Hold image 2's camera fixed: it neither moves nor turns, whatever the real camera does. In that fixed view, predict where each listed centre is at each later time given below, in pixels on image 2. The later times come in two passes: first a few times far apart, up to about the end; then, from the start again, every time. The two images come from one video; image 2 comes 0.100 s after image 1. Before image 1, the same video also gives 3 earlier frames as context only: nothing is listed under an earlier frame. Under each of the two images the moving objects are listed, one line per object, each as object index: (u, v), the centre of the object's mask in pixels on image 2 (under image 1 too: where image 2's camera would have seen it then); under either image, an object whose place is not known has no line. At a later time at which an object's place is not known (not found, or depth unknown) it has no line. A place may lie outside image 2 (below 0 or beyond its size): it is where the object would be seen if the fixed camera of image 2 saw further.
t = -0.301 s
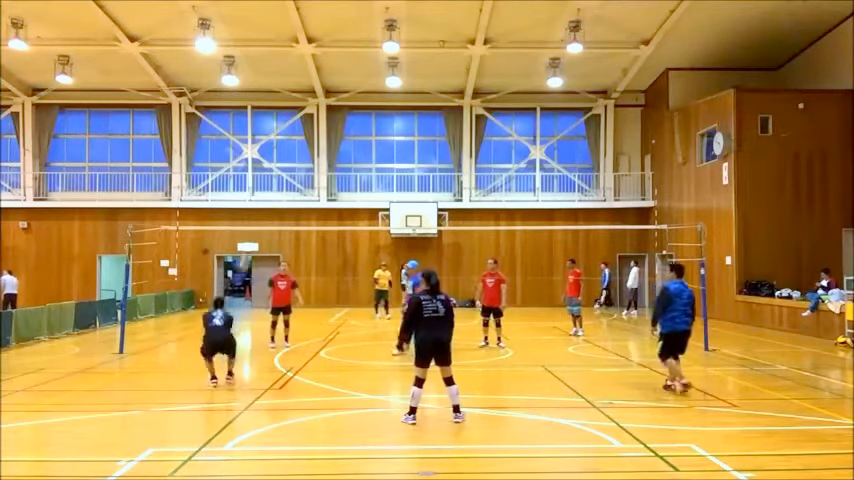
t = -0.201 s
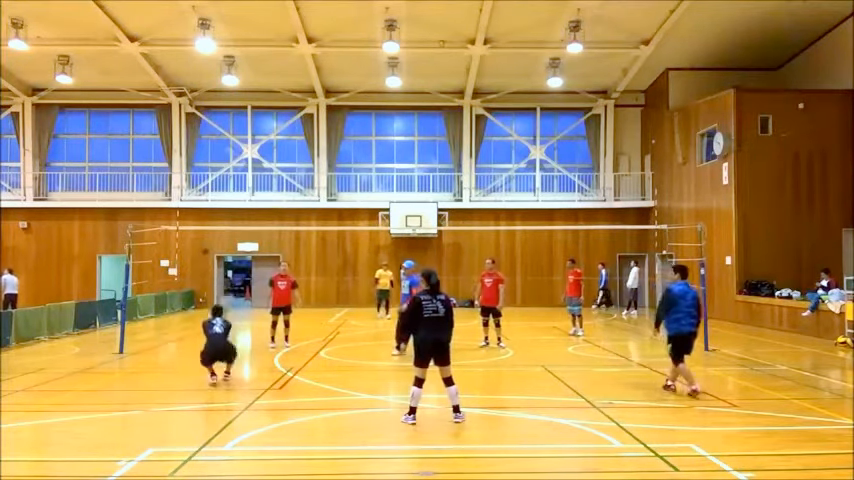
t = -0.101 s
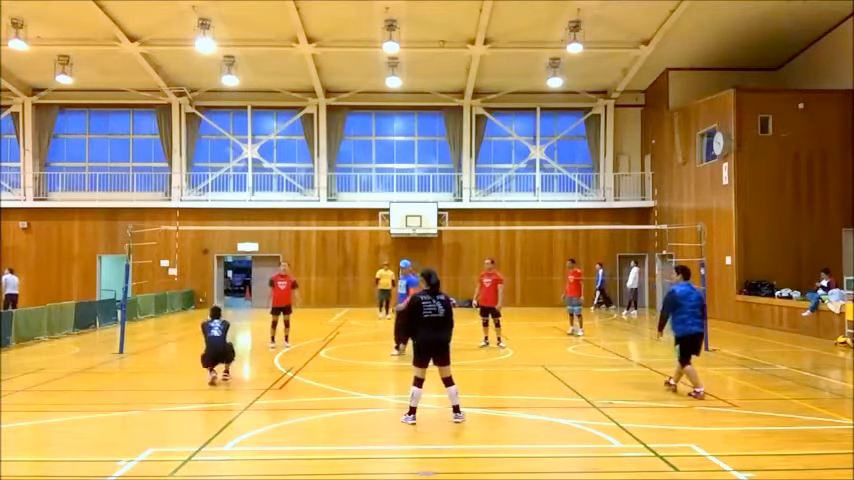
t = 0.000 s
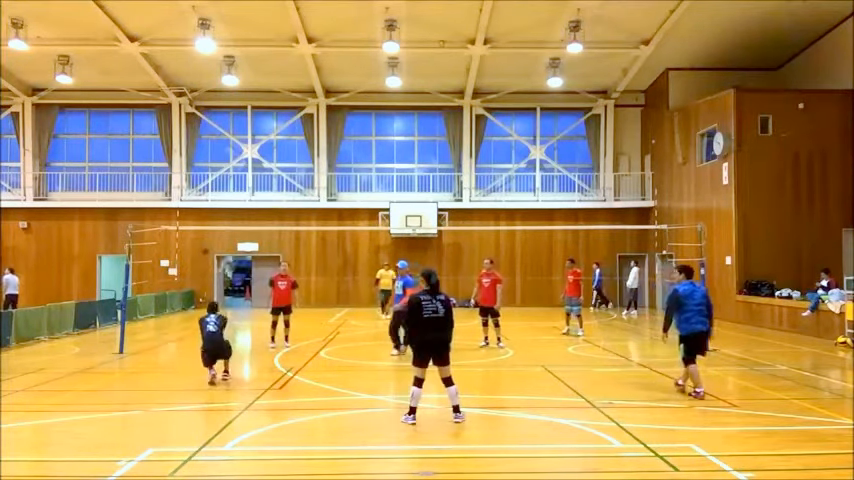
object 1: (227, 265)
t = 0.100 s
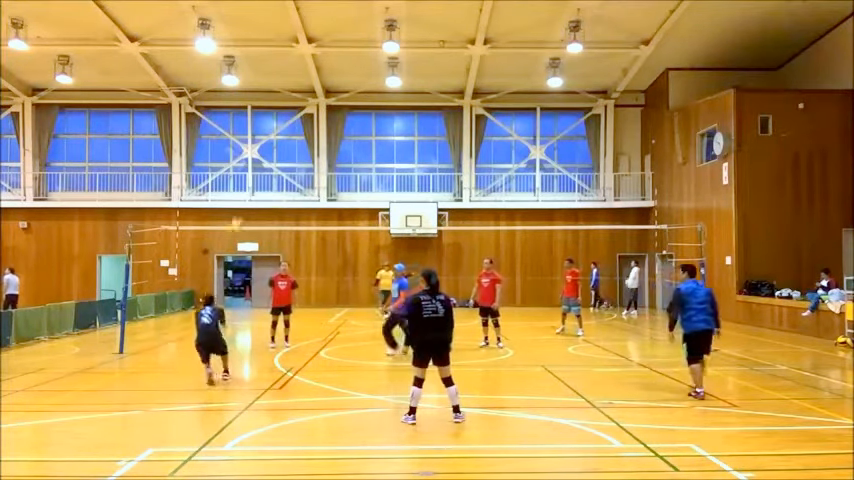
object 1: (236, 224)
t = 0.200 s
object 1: (244, 197)
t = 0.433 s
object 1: (260, 150)
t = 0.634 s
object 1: (273, 138)
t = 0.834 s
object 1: (287, 146)
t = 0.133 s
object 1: (238, 215)
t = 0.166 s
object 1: (241, 208)
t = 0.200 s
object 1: (244, 197)
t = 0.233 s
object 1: (246, 187)
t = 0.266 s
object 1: (248, 179)
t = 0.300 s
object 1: (251, 170)
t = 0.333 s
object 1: (254, 166)
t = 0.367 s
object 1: (257, 161)
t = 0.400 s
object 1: (259, 155)
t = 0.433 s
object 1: (260, 150)
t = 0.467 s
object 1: (263, 146)
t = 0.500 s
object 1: (265, 143)
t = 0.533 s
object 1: (267, 139)
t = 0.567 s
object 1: (268, 138)
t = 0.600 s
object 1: (272, 138)
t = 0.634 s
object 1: (273, 138)
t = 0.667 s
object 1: (275, 137)
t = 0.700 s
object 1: (278, 136)
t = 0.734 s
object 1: (279, 137)
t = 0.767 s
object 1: (281, 140)
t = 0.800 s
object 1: (284, 144)
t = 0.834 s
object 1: (287, 146)
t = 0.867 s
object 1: (289, 150)
